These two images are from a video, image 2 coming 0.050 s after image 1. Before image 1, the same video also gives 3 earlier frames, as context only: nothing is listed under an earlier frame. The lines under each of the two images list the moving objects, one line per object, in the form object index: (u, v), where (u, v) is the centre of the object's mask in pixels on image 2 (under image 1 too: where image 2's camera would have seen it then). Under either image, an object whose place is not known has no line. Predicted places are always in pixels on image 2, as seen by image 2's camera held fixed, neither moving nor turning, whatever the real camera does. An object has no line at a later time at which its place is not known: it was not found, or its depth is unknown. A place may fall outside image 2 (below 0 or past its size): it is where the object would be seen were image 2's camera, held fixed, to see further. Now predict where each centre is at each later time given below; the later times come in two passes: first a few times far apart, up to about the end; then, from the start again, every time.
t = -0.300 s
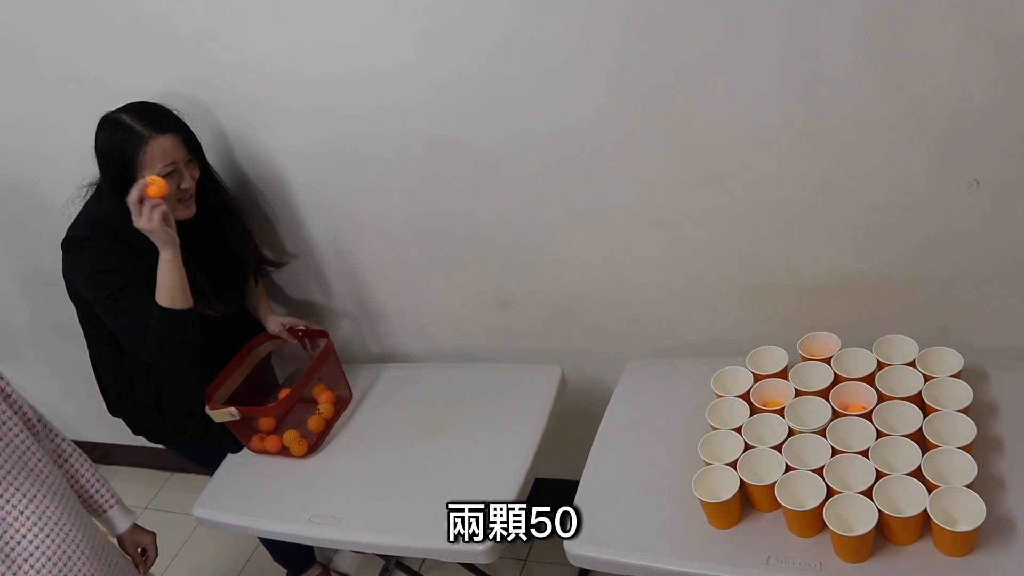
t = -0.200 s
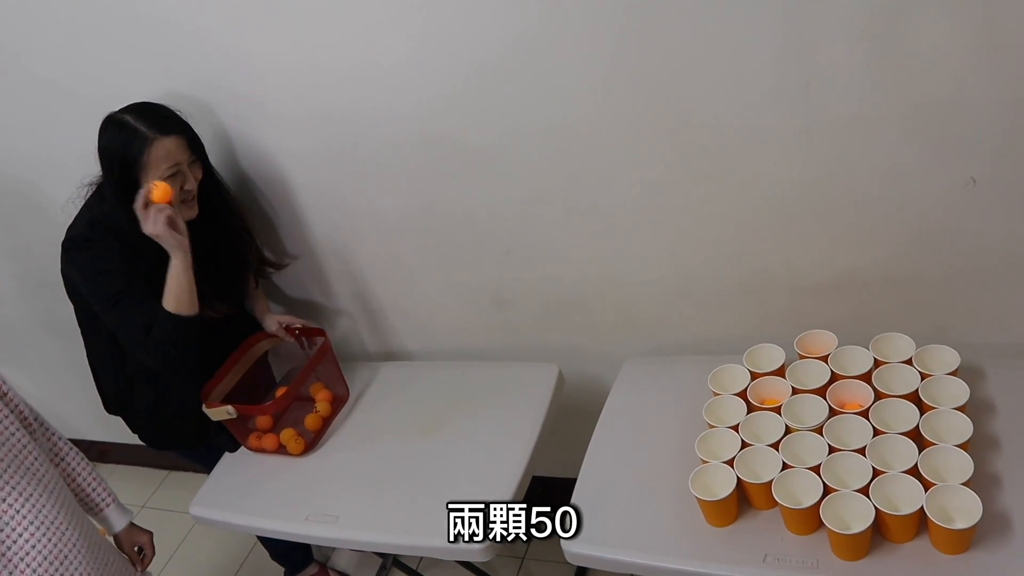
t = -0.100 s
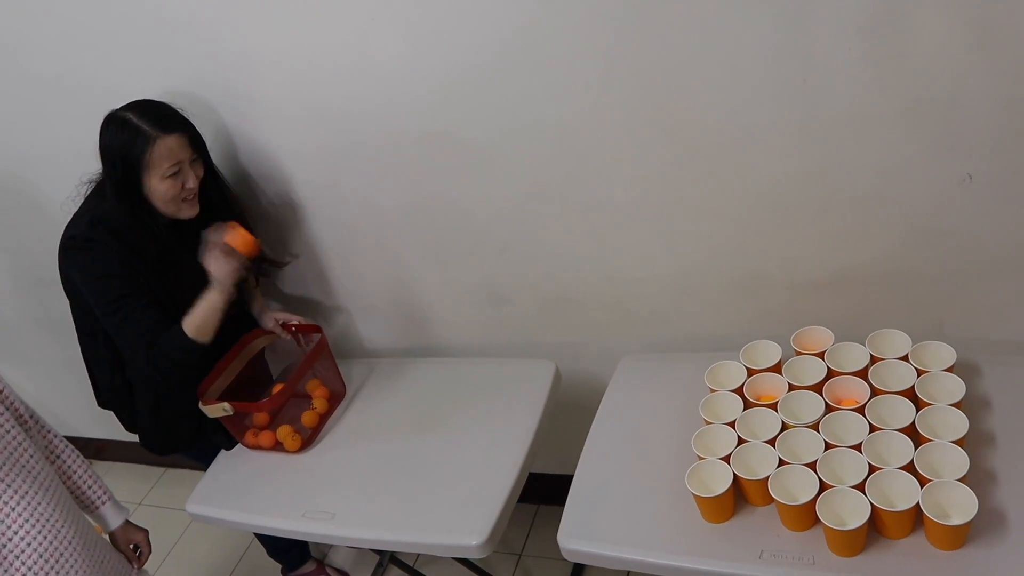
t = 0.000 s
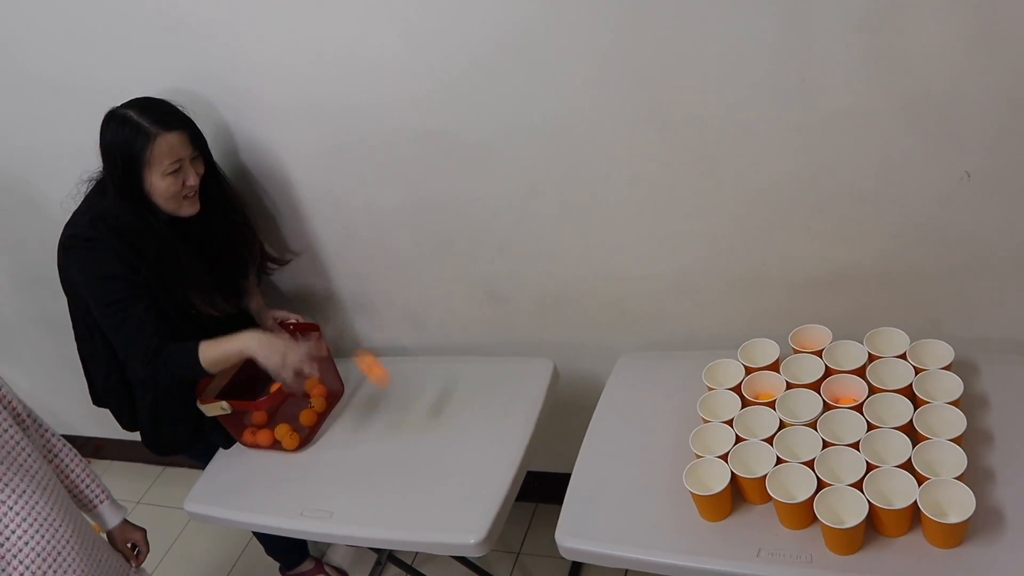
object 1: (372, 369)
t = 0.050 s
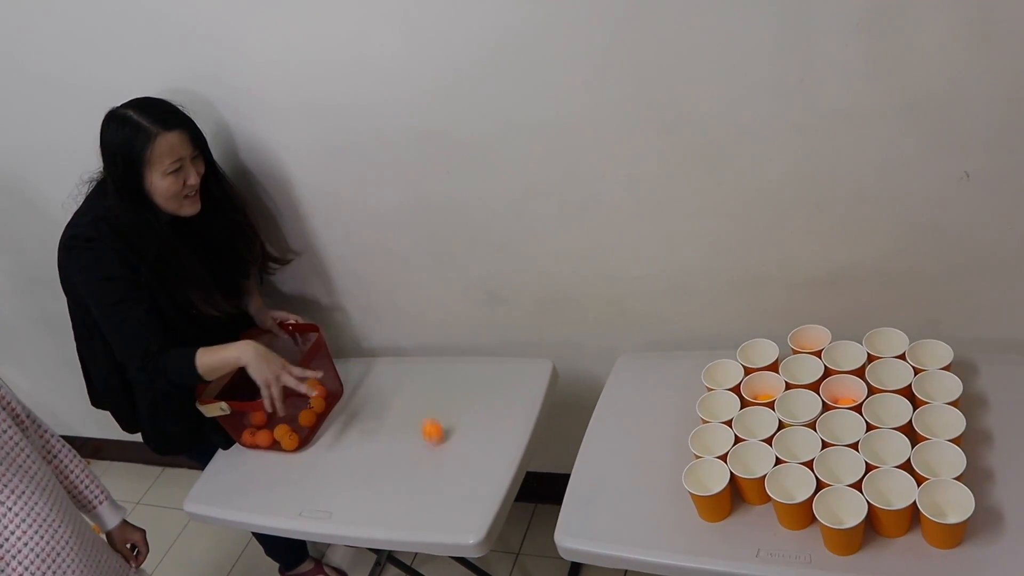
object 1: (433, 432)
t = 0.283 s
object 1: (422, 267)
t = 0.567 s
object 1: (563, 376)
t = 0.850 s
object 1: (648, 349)
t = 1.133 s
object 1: (750, 399)
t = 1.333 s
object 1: (802, 456)
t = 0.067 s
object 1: (429, 415)
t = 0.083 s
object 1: (425, 399)
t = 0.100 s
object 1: (422, 385)
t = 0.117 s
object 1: (419, 369)
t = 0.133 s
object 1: (417, 355)
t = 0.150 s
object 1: (416, 341)
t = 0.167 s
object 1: (415, 329)
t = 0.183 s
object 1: (414, 317)
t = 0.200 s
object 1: (414, 306)
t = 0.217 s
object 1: (414, 296)
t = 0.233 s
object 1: (415, 287)
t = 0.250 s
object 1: (417, 279)
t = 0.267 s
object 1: (419, 272)
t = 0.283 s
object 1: (422, 267)
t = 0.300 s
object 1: (426, 262)
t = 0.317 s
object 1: (430, 260)
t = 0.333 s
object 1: (435, 258)
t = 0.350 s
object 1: (441, 258)
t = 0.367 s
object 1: (447, 259)
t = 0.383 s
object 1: (454, 262)
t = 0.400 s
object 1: (461, 265)
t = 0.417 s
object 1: (470, 271)
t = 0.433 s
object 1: (479, 277)
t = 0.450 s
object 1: (488, 286)
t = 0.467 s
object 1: (497, 294)
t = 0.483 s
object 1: (508, 305)
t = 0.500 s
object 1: (518, 318)
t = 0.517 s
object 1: (529, 331)
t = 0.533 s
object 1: (541, 344)
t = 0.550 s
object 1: (552, 360)
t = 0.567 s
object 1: (563, 376)
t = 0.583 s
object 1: (573, 391)
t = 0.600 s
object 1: (584, 408)
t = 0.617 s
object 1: (597, 427)
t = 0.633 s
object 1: (611, 447)
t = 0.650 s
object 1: (613, 440)
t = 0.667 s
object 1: (613, 428)
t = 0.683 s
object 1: (614, 415)
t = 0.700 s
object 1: (616, 405)
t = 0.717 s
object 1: (618, 394)
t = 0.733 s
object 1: (620, 384)
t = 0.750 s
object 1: (622, 375)
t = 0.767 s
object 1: (625, 368)
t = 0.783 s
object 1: (629, 362)
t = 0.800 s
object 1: (634, 357)
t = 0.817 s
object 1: (637, 353)
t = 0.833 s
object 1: (643, 351)
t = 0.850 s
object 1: (648, 349)
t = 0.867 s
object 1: (654, 349)
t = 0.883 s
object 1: (660, 351)
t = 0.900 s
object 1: (667, 353)
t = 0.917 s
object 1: (674, 358)
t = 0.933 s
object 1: (681, 362)
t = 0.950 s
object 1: (689, 369)
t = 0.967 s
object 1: (697, 377)
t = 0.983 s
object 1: (705, 386)
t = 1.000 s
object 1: (713, 396)
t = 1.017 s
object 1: (722, 406)
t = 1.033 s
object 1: (731, 420)
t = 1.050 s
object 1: (734, 417)
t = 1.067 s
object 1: (737, 411)
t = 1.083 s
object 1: (740, 407)
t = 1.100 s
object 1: (743, 403)
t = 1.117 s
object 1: (746, 400)
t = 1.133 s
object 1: (750, 399)
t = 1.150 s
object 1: (754, 399)
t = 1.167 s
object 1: (758, 401)
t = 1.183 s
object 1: (763, 403)
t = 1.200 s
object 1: (768, 406)
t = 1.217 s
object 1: (774, 412)
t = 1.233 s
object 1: (779, 418)
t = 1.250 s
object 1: (784, 425)
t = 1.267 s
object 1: (789, 433)
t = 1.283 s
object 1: (795, 444)
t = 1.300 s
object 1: (798, 450)
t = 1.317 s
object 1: (801, 456)
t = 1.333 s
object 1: (802, 456)
